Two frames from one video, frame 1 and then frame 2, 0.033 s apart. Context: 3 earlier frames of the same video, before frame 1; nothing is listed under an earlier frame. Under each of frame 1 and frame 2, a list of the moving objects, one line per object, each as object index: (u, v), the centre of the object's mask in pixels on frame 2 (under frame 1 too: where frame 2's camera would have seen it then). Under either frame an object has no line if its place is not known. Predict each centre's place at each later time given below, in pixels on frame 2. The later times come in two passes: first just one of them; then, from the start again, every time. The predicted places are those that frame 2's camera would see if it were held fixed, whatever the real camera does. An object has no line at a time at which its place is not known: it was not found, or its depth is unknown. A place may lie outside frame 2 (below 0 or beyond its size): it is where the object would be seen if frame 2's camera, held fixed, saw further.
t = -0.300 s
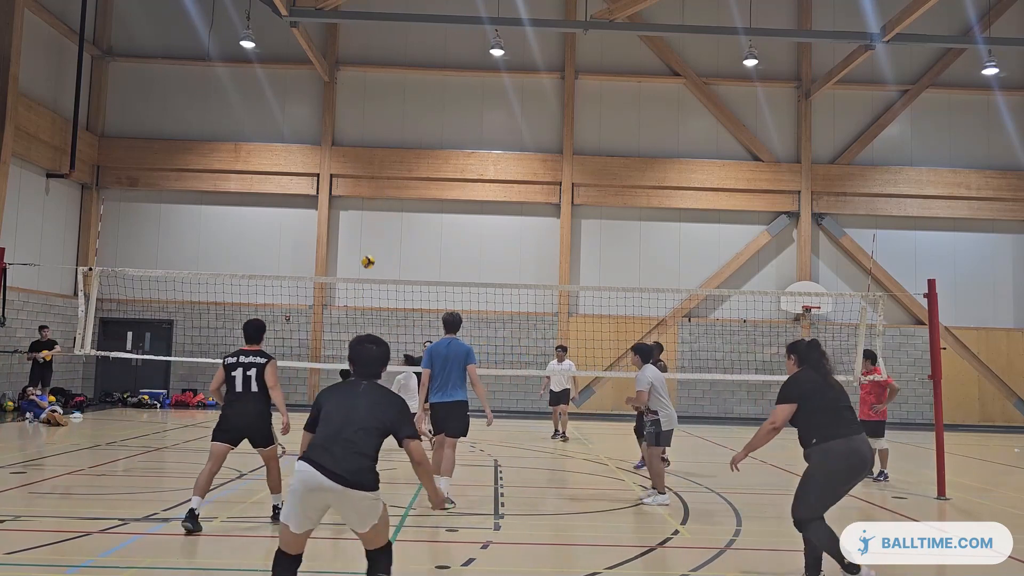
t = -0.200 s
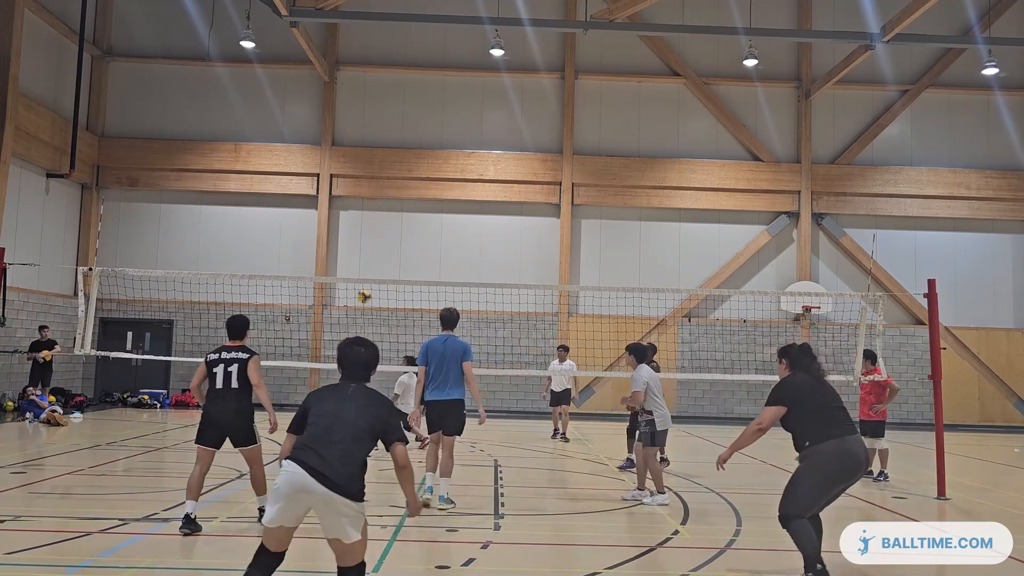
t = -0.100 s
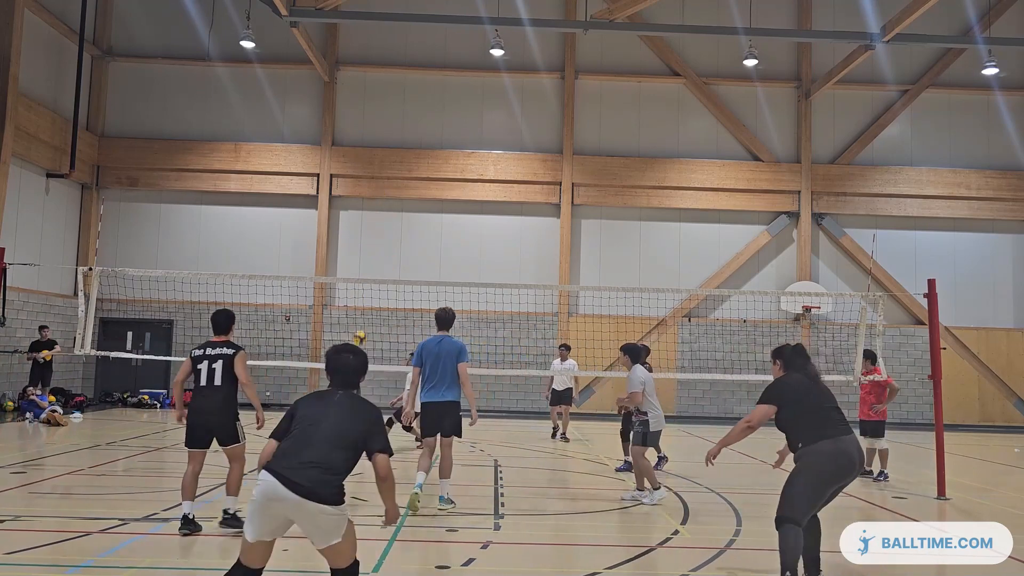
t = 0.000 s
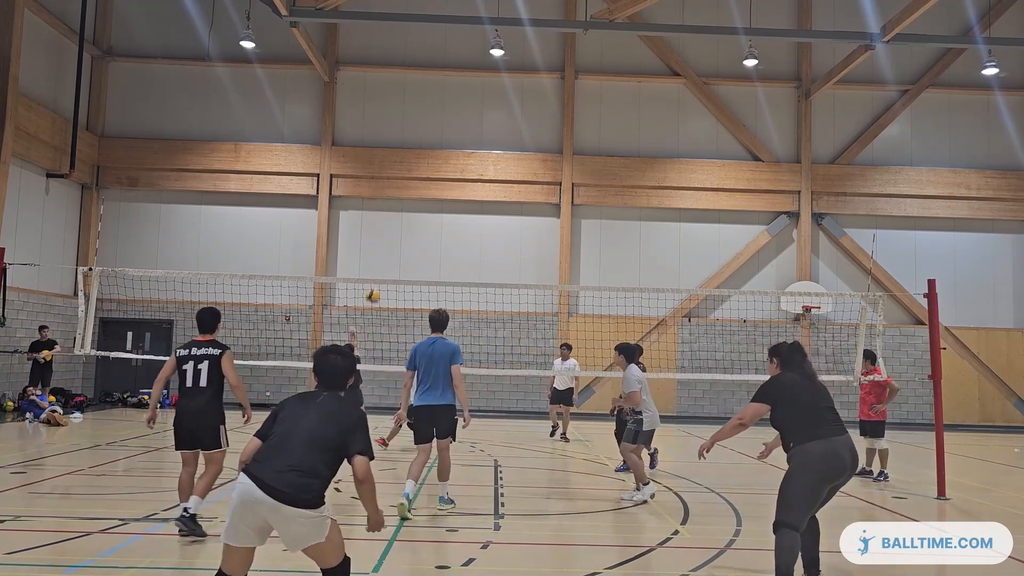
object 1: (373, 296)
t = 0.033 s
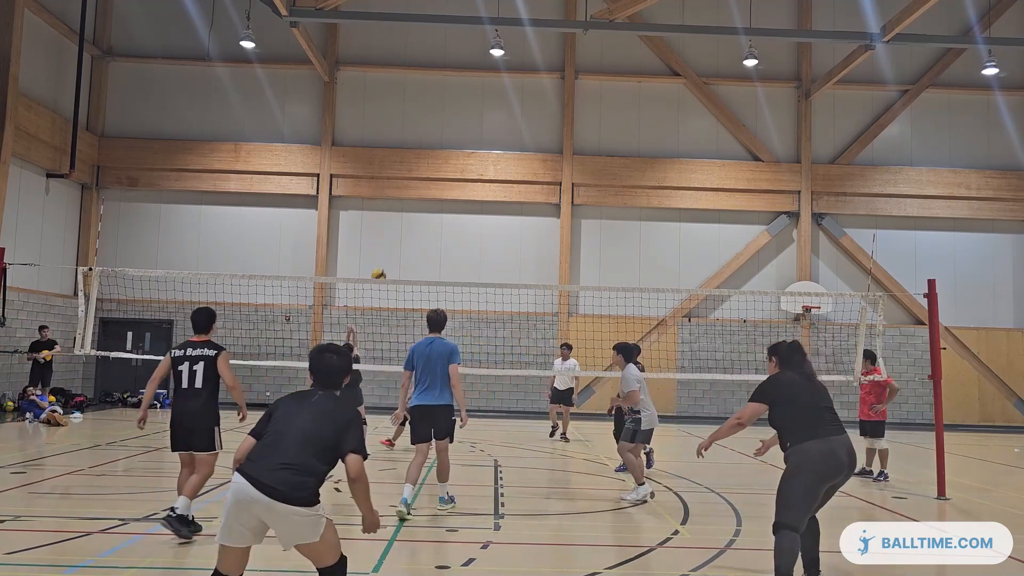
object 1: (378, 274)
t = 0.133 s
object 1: (398, 215)
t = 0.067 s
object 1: (385, 255)
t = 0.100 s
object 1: (391, 235)
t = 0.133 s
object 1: (398, 215)
